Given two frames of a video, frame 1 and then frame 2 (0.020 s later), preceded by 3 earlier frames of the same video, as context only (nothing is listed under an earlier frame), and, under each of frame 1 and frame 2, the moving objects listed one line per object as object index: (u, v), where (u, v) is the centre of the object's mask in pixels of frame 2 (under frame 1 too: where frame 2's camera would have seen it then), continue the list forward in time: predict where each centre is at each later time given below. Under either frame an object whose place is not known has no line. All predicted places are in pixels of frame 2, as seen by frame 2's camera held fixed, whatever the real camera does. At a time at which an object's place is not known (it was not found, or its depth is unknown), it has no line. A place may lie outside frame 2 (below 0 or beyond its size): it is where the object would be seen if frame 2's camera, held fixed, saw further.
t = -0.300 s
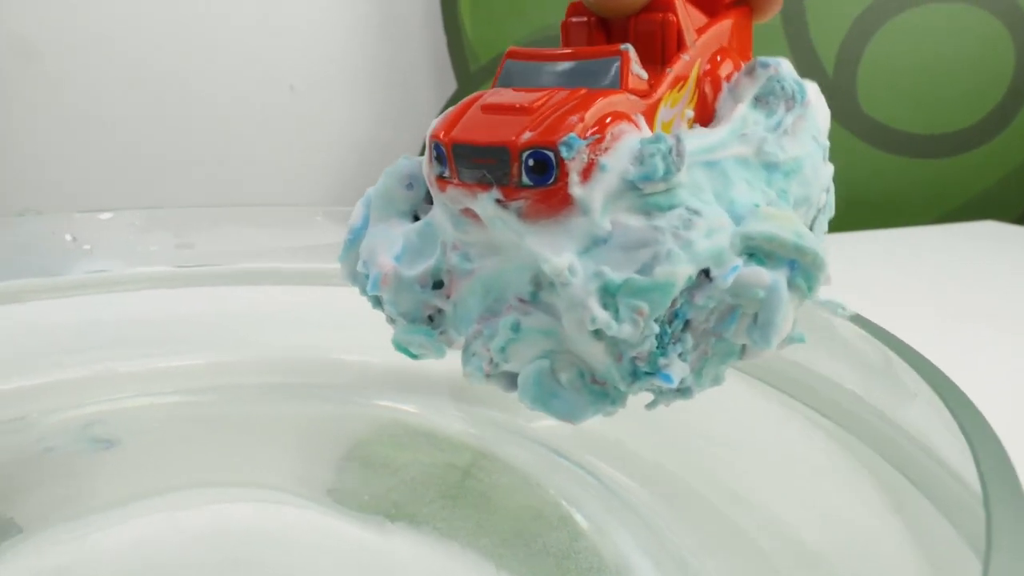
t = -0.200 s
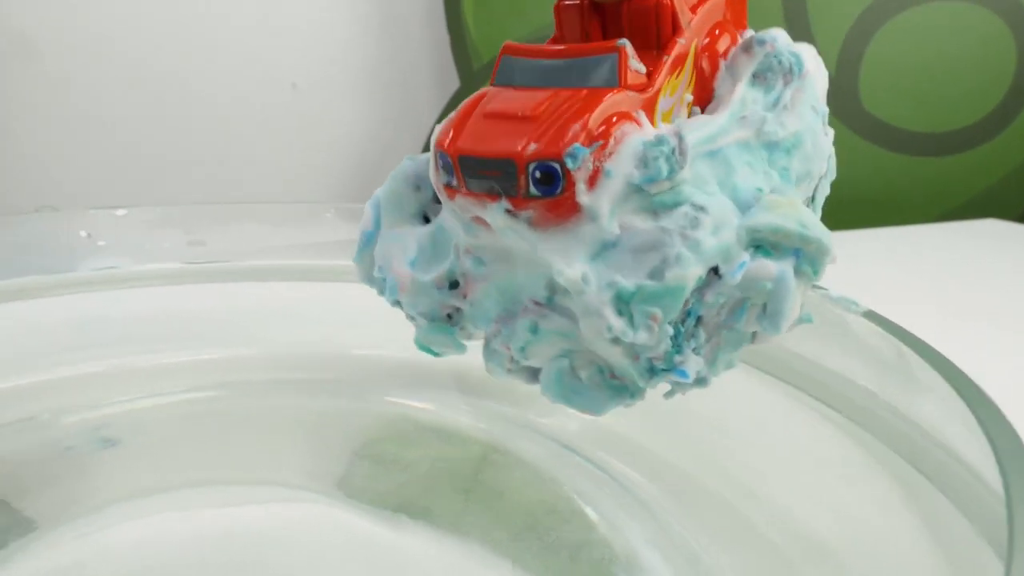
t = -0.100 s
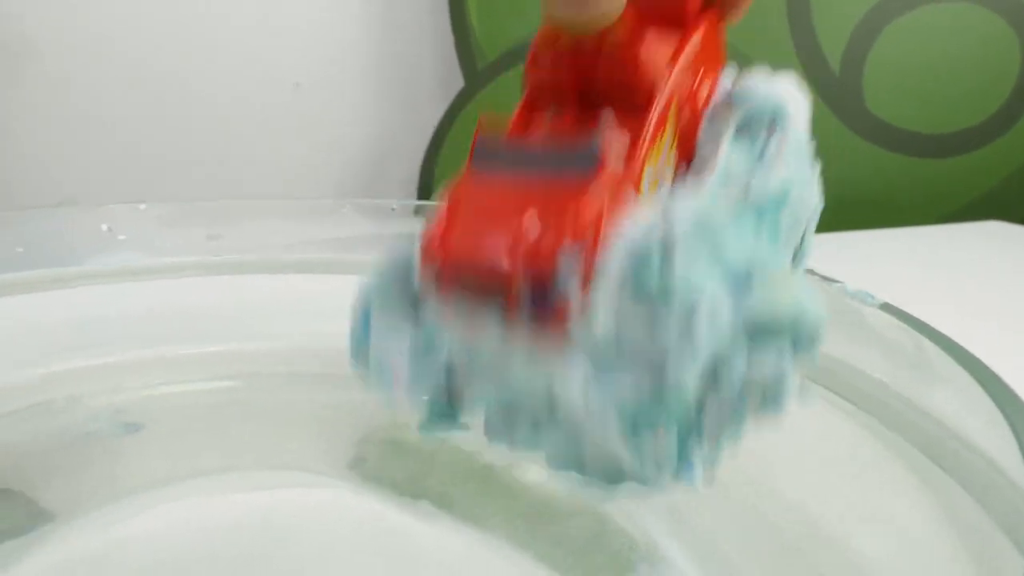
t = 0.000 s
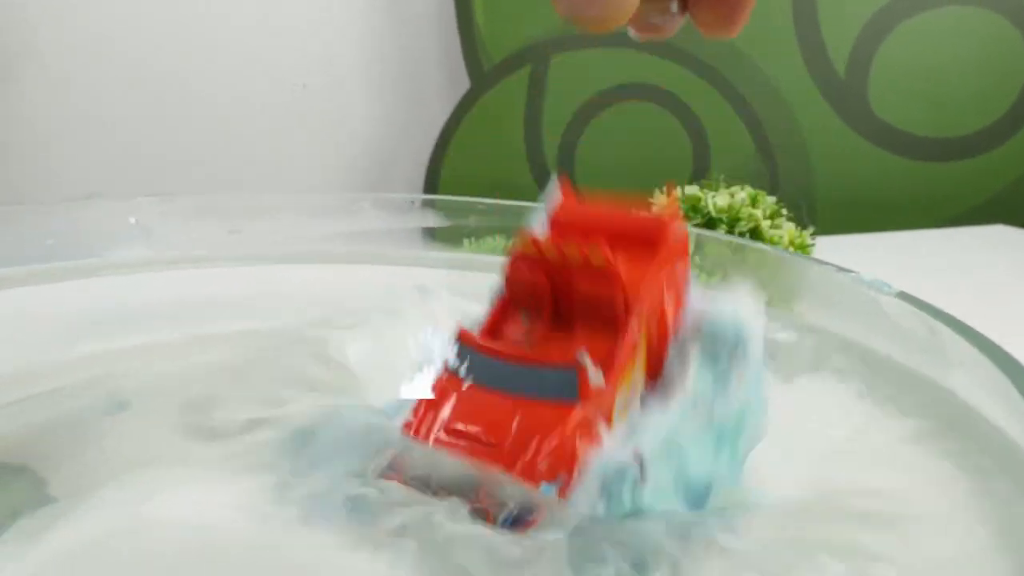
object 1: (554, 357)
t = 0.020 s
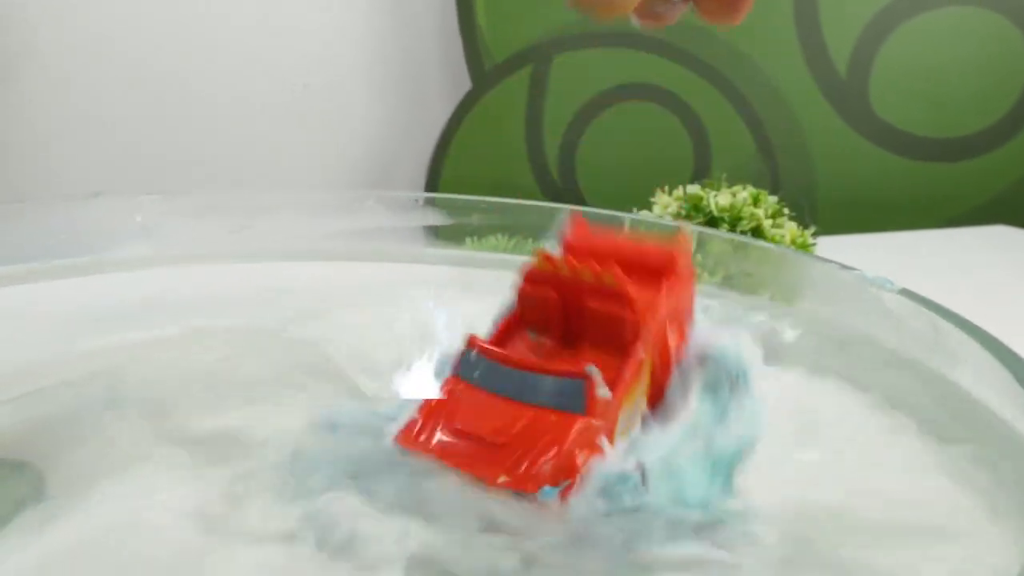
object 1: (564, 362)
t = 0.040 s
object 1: (561, 381)
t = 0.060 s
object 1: (561, 388)
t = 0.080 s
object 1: (564, 383)
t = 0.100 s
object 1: (569, 372)
